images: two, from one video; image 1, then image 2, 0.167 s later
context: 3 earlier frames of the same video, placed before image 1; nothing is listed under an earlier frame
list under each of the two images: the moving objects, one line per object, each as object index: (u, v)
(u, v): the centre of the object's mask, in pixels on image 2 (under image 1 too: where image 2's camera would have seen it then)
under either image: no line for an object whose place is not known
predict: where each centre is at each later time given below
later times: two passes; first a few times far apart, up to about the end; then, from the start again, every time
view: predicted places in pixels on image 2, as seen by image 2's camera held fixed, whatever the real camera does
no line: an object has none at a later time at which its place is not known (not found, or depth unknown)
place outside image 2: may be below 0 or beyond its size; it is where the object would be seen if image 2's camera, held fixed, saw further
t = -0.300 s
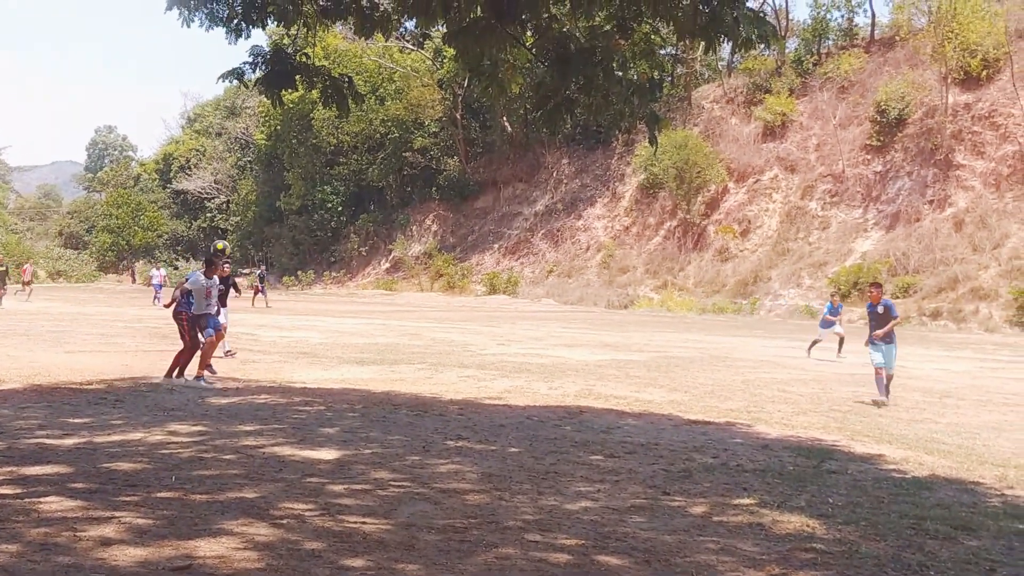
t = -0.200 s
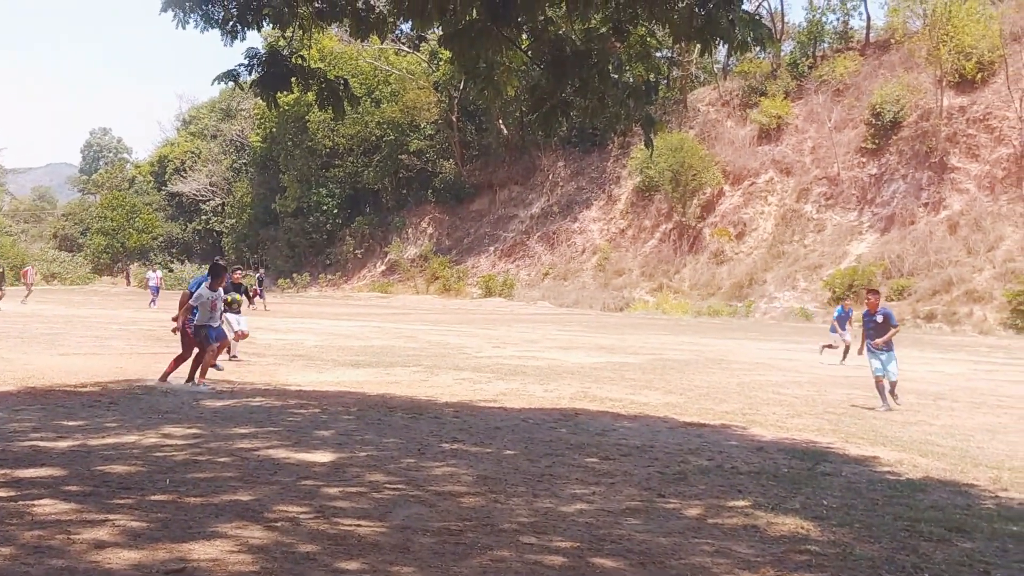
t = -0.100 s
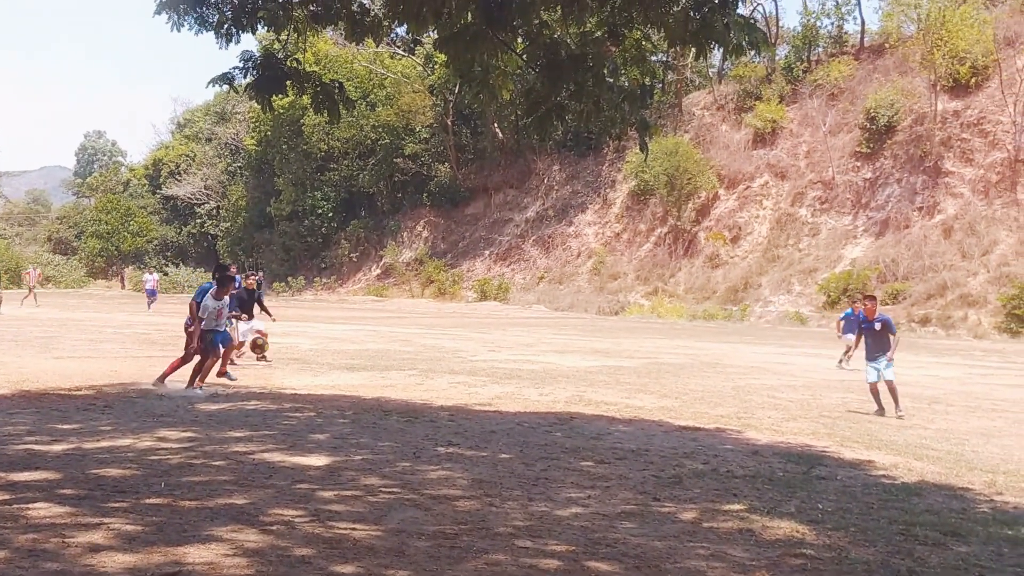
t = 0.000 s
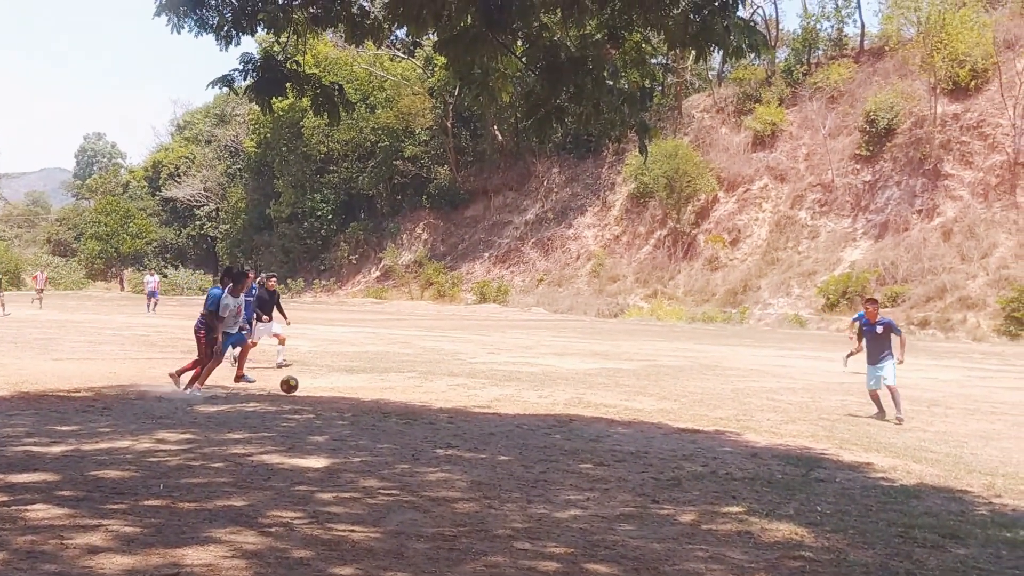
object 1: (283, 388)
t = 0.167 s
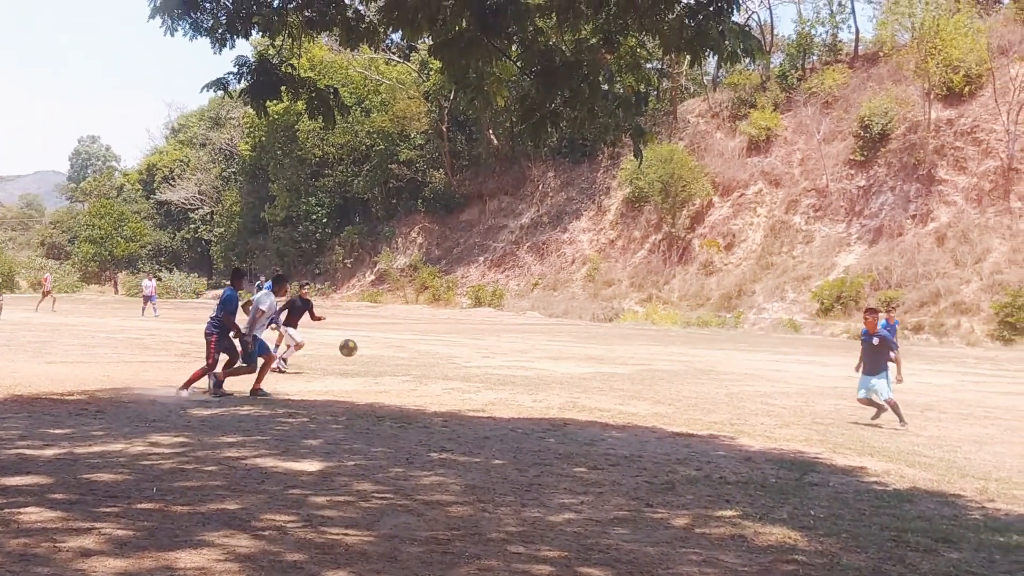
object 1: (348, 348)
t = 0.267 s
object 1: (385, 335)
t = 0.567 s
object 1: (492, 351)
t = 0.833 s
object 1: (579, 393)
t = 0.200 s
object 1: (360, 343)
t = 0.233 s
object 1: (373, 339)
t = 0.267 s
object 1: (385, 335)
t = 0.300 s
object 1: (397, 333)
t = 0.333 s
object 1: (410, 332)
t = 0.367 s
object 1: (422, 332)
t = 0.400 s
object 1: (434, 333)
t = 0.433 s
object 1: (445, 334)
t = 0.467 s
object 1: (457, 336)
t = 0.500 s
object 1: (469, 340)
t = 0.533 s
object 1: (481, 345)
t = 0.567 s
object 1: (492, 351)
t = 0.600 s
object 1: (503, 357)
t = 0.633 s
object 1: (514, 364)
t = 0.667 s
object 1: (526, 372)
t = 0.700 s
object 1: (537, 381)
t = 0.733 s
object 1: (548, 391)
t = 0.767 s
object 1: (559, 403)
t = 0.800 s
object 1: (569, 400)
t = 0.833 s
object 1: (579, 393)
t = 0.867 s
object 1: (590, 386)
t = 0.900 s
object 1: (600, 380)
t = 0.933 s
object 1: (610, 376)
